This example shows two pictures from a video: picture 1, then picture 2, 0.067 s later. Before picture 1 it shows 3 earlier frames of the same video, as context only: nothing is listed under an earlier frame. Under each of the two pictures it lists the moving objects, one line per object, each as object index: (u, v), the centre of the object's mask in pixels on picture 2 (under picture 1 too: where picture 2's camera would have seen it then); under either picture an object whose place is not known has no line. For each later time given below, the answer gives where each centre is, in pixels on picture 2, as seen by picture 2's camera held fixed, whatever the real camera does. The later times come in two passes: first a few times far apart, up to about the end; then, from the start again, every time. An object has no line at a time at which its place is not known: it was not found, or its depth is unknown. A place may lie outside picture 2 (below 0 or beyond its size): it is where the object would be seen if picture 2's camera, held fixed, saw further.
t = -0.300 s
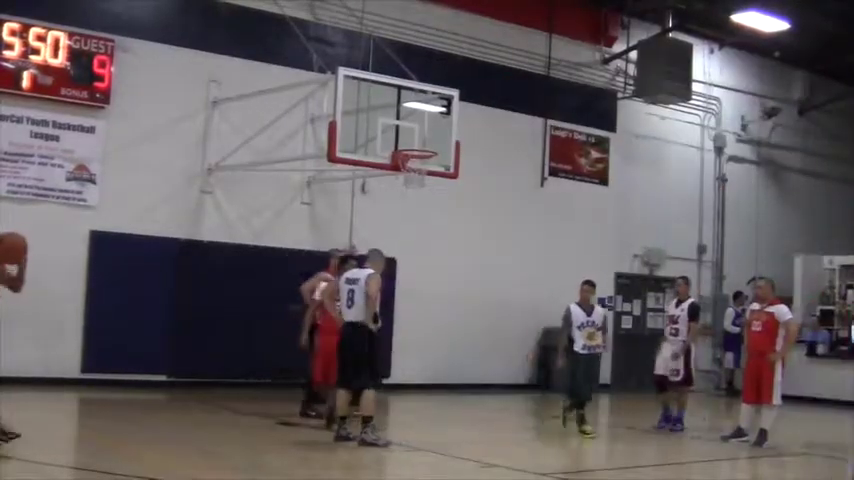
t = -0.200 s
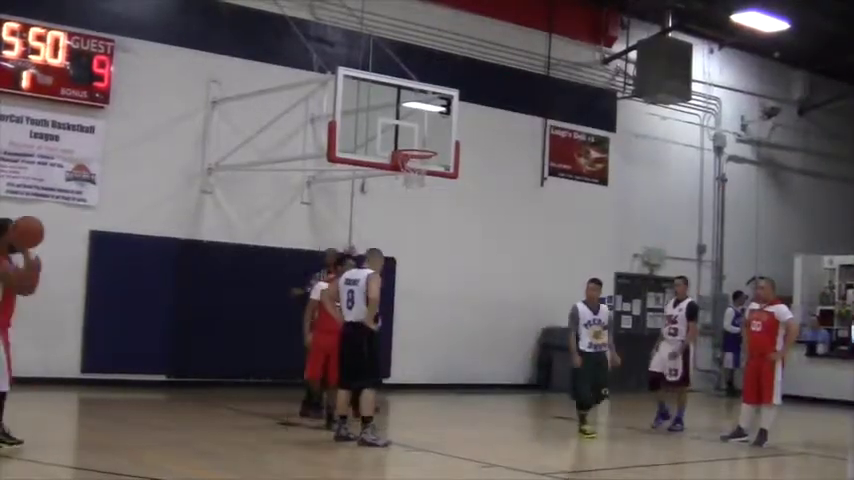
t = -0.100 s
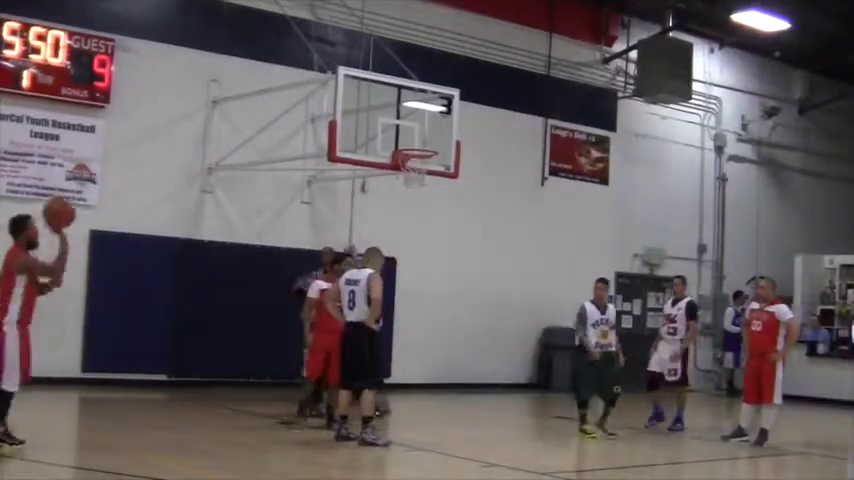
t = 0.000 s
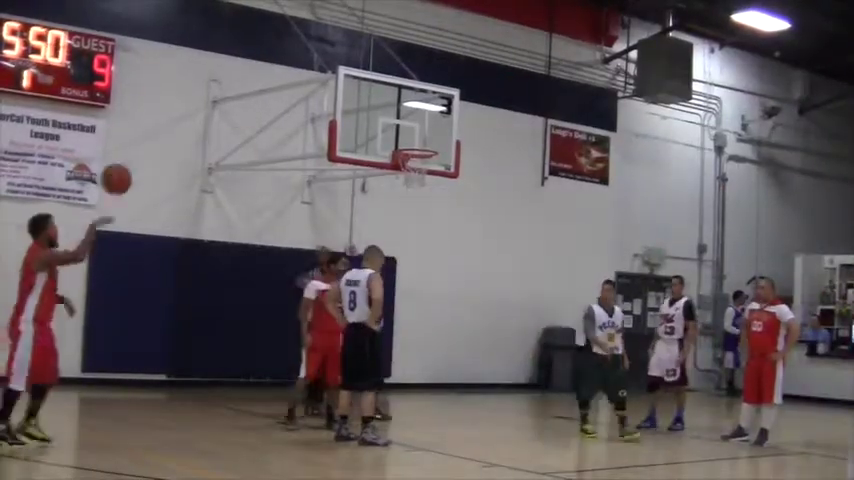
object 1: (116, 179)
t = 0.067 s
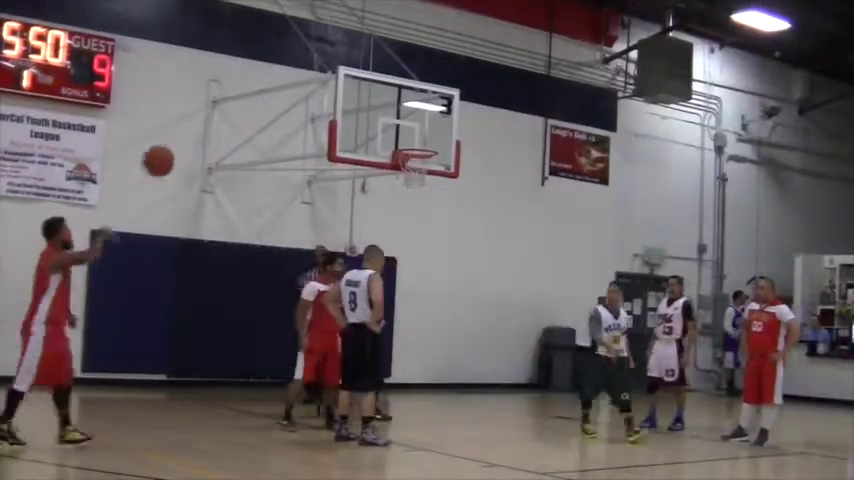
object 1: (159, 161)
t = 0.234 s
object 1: (255, 142)
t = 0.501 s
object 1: (393, 182)
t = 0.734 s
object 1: (497, 278)
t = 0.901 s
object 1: (564, 375)
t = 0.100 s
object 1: (178, 153)
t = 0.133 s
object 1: (198, 148)
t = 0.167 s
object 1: (218, 145)
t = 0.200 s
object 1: (236, 142)
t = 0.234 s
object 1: (255, 142)
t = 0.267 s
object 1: (273, 142)
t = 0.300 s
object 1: (291, 144)
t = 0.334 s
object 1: (309, 147)
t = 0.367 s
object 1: (326, 151)
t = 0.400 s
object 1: (344, 157)
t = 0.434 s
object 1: (359, 163)
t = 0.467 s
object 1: (377, 173)
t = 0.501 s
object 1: (393, 182)
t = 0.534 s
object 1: (408, 192)
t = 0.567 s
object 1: (424, 204)
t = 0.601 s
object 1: (440, 216)
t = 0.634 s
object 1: (454, 230)
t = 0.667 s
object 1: (469, 245)
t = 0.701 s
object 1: (483, 261)
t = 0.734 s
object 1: (497, 278)
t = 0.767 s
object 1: (511, 296)
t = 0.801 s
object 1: (525, 315)
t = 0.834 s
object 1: (536, 335)
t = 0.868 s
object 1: (551, 357)
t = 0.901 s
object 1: (564, 375)
